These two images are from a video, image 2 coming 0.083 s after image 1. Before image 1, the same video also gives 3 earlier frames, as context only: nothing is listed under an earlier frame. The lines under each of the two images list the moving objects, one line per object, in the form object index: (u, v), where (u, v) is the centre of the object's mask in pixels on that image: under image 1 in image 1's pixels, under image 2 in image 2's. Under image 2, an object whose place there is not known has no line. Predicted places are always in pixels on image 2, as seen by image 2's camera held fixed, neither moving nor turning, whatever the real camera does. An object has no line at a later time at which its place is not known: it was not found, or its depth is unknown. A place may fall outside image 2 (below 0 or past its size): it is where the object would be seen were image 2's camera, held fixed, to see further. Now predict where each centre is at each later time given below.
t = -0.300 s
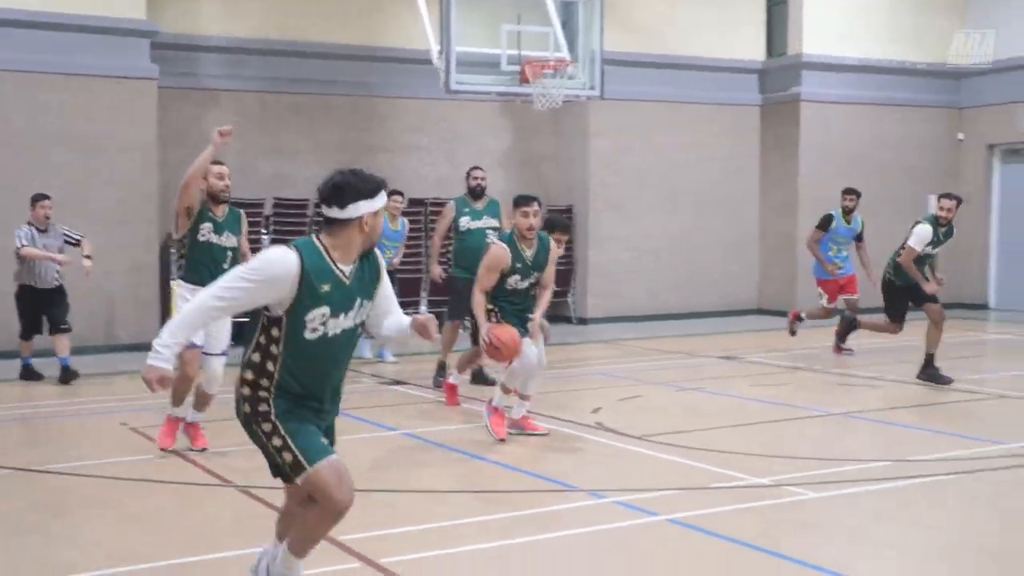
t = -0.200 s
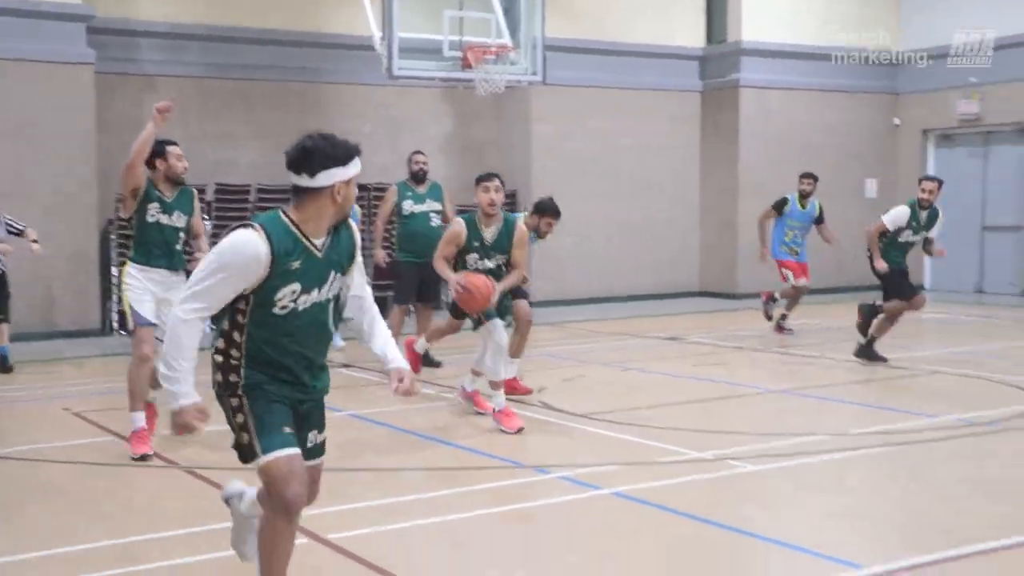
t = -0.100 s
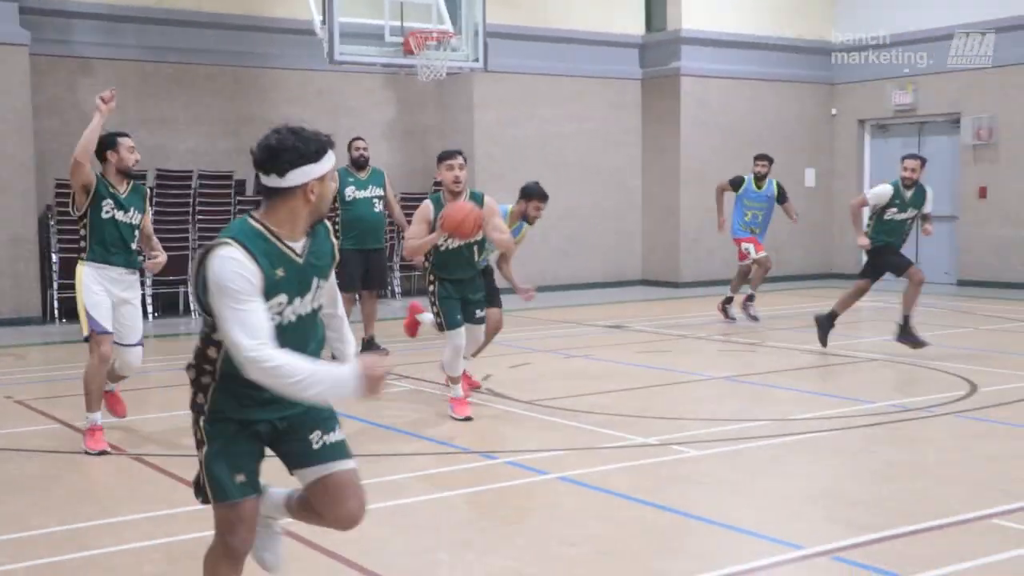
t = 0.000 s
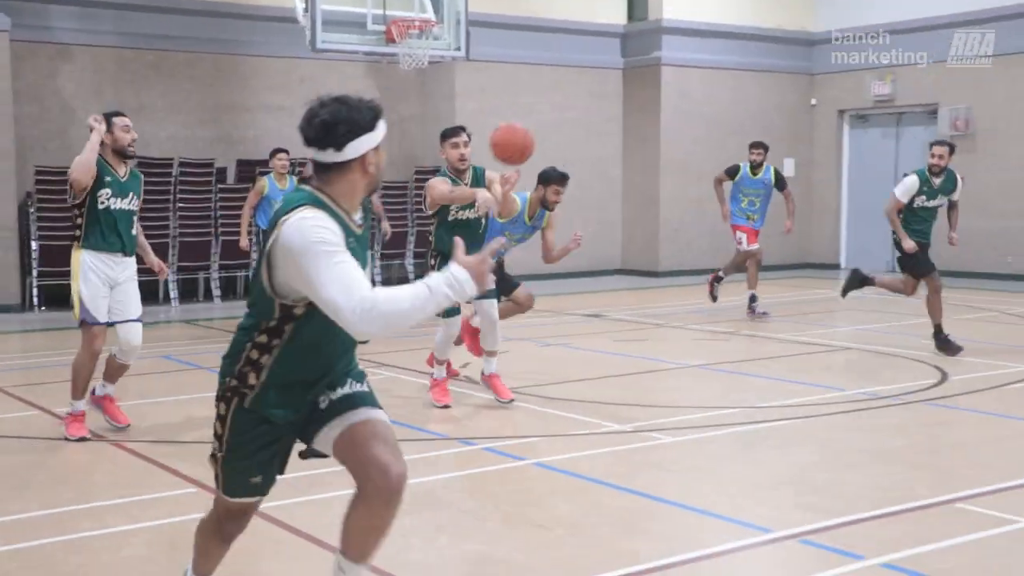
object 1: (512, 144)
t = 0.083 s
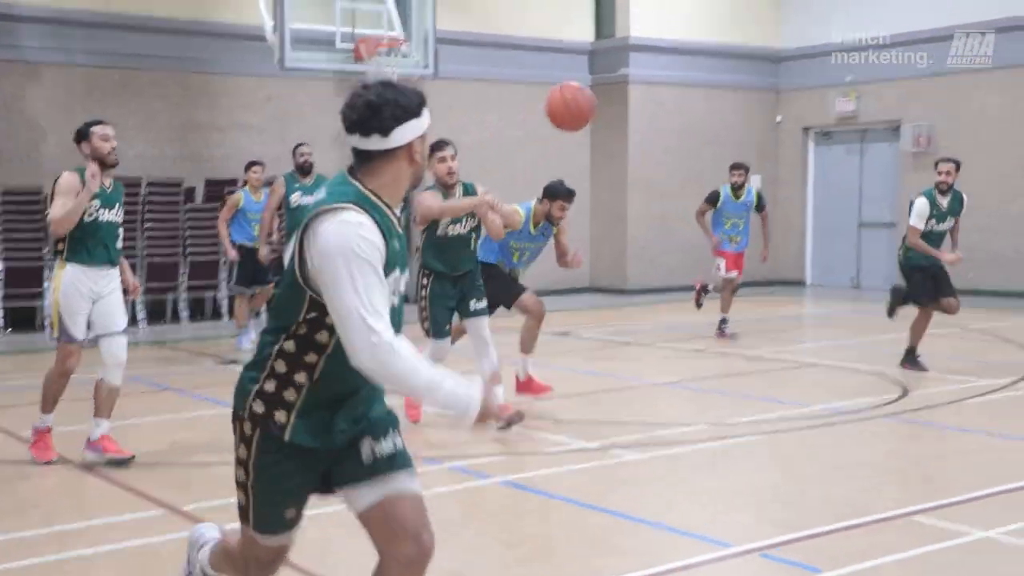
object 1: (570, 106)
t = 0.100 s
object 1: (591, 94)
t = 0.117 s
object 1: (613, 83)
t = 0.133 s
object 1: (635, 72)
